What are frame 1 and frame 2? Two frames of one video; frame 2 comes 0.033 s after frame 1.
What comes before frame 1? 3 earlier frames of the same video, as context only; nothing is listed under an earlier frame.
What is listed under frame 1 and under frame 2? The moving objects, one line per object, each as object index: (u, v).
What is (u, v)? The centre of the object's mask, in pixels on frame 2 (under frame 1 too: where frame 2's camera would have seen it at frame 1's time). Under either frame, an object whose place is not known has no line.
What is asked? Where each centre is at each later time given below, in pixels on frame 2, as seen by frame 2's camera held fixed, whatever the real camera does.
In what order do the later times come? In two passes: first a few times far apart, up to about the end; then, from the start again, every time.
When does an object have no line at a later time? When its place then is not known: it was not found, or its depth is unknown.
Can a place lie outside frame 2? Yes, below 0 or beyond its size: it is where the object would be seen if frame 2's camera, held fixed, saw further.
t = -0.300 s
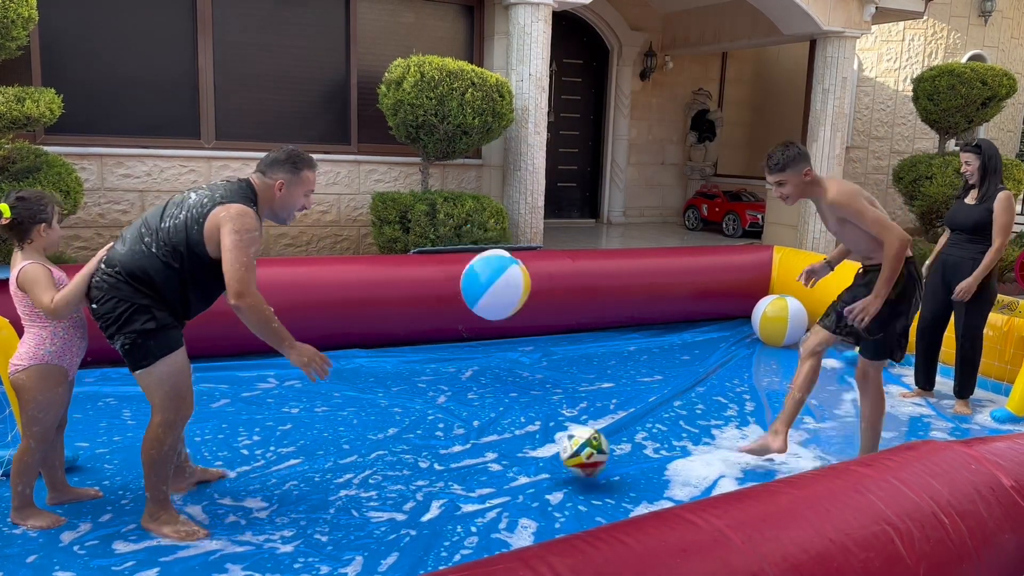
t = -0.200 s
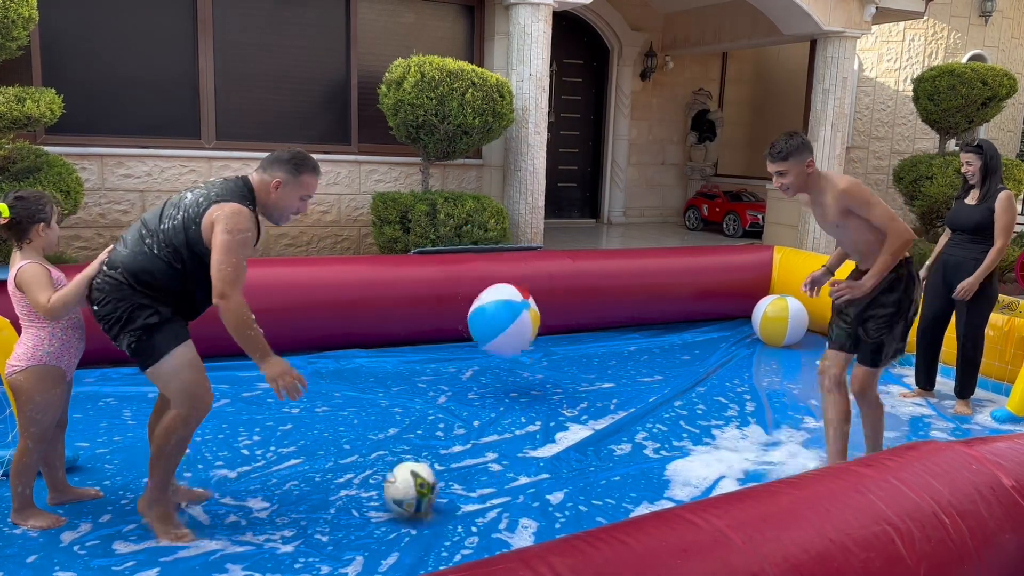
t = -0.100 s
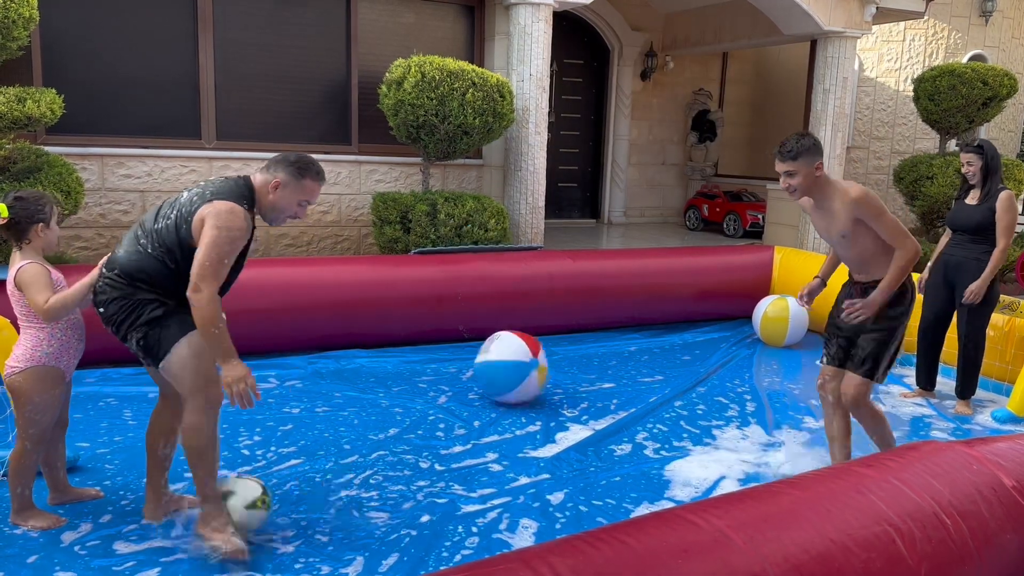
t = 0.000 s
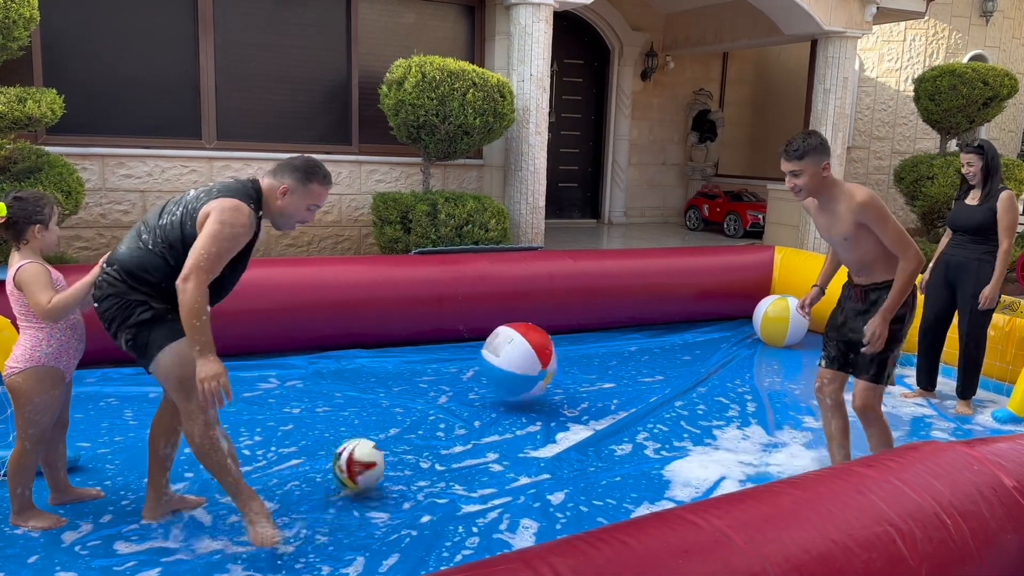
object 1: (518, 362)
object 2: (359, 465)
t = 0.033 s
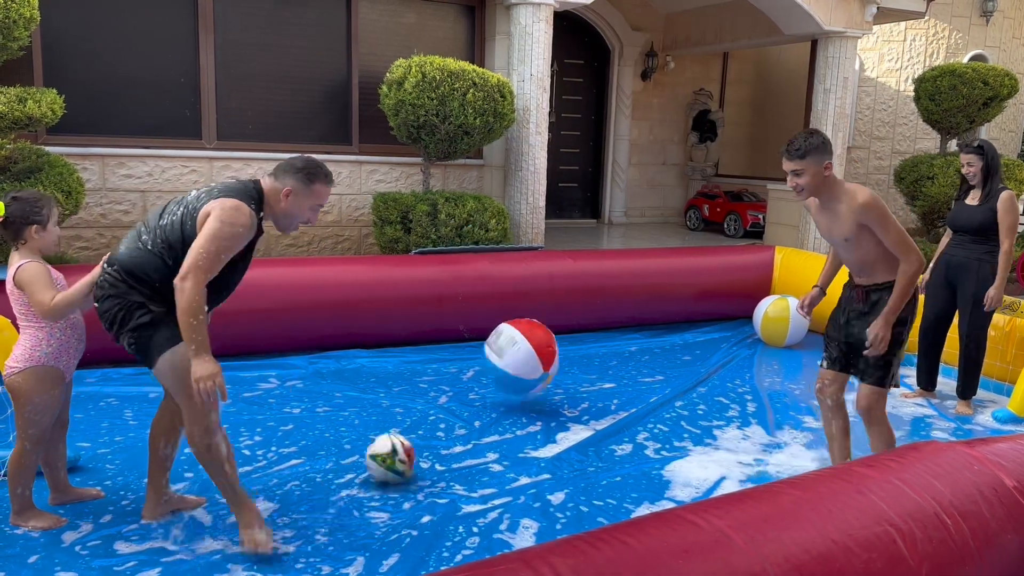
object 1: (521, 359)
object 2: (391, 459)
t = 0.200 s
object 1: (533, 359)
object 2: (511, 413)
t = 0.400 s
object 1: (581, 282)
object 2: (597, 381)
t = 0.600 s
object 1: (625, 247)
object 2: (657, 358)
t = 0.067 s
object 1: (525, 355)
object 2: (418, 448)
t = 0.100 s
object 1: (527, 354)
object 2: (445, 434)
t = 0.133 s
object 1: (529, 353)
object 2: (470, 424)
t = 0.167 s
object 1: (531, 356)
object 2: (493, 418)
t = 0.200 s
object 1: (533, 359)
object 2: (511, 413)
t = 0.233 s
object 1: (539, 352)
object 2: (529, 408)
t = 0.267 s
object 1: (547, 335)
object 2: (544, 399)
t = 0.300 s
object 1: (557, 319)
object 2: (560, 395)
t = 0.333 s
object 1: (565, 306)
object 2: (573, 389)
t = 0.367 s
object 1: (573, 293)
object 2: (585, 384)
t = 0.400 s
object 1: (581, 282)
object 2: (597, 381)
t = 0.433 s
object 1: (589, 272)
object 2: (608, 376)
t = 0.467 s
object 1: (597, 264)
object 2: (619, 372)
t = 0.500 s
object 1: (604, 258)
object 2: (631, 367)
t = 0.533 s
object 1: (611, 252)
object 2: (639, 364)
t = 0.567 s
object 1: (618, 249)
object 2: (648, 361)
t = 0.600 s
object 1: (625, 247)
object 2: (657, 358)
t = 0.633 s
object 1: (632, 247)
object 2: (665, 354)
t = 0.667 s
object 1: (638, 248)
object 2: (674, 351)
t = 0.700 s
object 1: (644, 250)
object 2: (680, 348)
